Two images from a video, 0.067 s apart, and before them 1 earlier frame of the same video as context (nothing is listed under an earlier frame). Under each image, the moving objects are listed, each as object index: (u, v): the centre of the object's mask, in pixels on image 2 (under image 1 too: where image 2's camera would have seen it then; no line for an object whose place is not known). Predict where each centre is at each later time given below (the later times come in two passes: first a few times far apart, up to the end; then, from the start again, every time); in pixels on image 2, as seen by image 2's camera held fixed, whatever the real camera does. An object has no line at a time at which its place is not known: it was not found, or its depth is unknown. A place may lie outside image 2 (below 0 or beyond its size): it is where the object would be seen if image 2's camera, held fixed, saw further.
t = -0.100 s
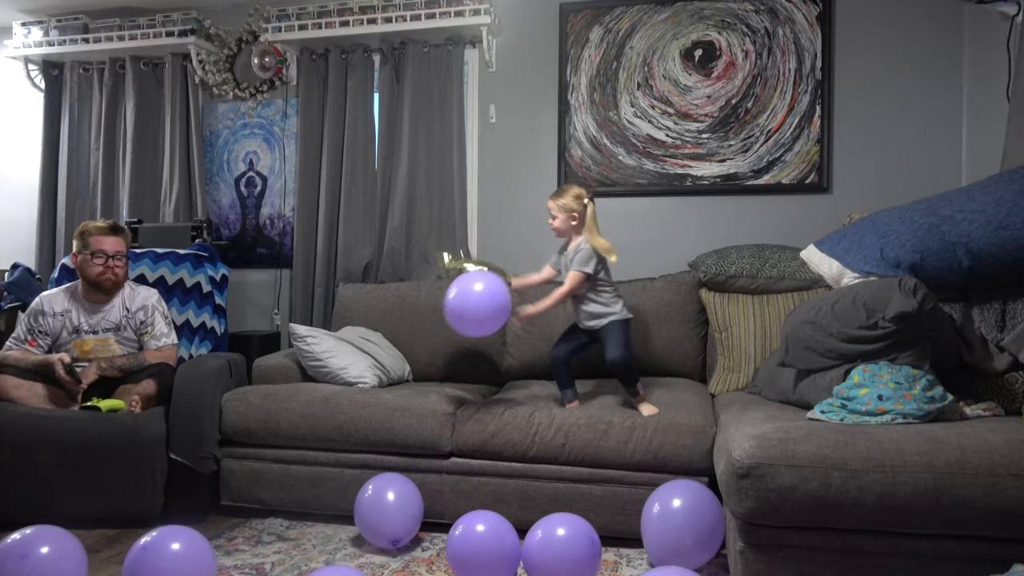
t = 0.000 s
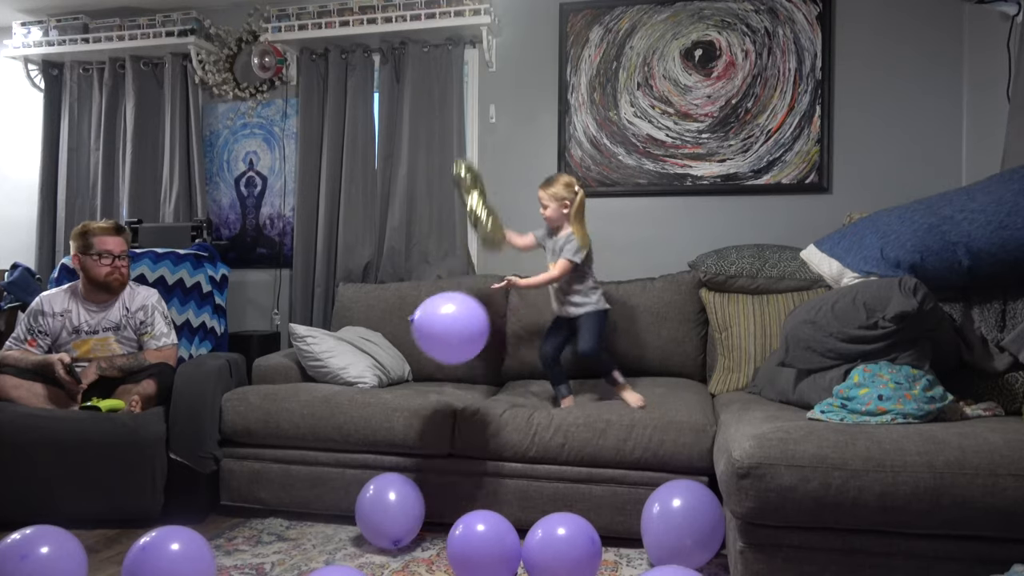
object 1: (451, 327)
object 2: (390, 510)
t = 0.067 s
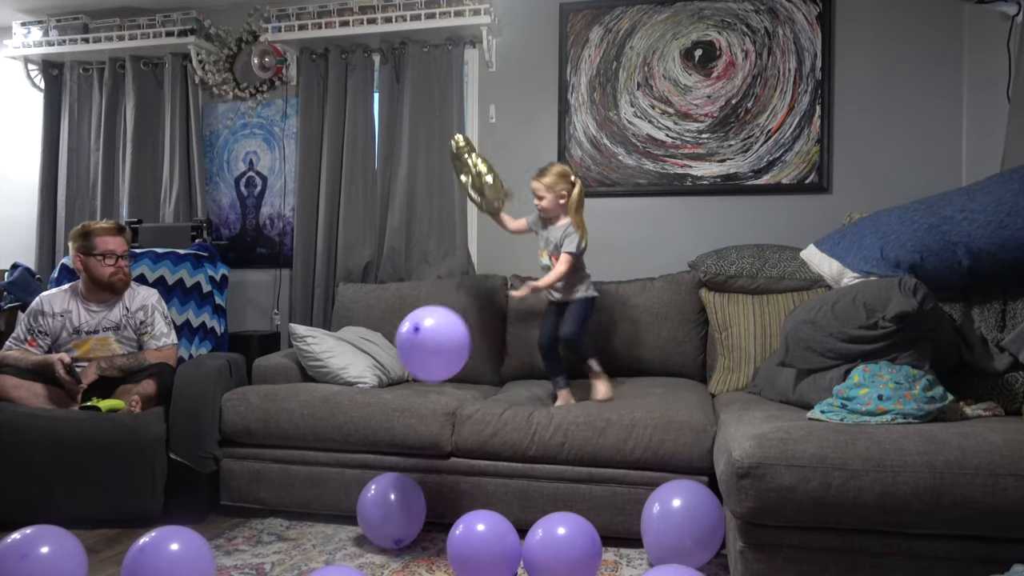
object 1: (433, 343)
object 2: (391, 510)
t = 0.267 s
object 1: (386, 386)
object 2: (394, 511)
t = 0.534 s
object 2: (401, 513)
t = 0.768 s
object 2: (401, 510)
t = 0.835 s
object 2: (401, 509)
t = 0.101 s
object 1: (424, 351)
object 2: (392, 510)
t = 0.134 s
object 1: (415, 358)
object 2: (393, 510)
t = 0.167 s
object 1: (407, 365)
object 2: (394, 510)
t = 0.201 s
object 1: (400, 371)
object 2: (394, 510)
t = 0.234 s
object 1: (393, 379)
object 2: (394, 510)
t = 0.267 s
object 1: (386, 386)
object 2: (394, 511)
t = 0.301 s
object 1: (378, 393)
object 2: (395, 511)
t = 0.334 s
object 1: (372, 400)
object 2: (395, 510)
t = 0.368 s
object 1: (366, 408)
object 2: (396, 510)
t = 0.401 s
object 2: (397, 511)
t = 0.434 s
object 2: (397, 511)
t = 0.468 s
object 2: (398, 511)
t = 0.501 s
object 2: (399, 511)
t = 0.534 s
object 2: (401, 513)
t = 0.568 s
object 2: (403, 514)
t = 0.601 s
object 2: (404, 513)
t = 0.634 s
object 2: (405, 512)
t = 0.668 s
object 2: (404, 510)
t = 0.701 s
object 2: (403, 509)
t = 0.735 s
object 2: (402, 510)
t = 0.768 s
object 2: (401, 510)
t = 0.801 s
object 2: (402, 510)
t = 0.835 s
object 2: (401, 509)
